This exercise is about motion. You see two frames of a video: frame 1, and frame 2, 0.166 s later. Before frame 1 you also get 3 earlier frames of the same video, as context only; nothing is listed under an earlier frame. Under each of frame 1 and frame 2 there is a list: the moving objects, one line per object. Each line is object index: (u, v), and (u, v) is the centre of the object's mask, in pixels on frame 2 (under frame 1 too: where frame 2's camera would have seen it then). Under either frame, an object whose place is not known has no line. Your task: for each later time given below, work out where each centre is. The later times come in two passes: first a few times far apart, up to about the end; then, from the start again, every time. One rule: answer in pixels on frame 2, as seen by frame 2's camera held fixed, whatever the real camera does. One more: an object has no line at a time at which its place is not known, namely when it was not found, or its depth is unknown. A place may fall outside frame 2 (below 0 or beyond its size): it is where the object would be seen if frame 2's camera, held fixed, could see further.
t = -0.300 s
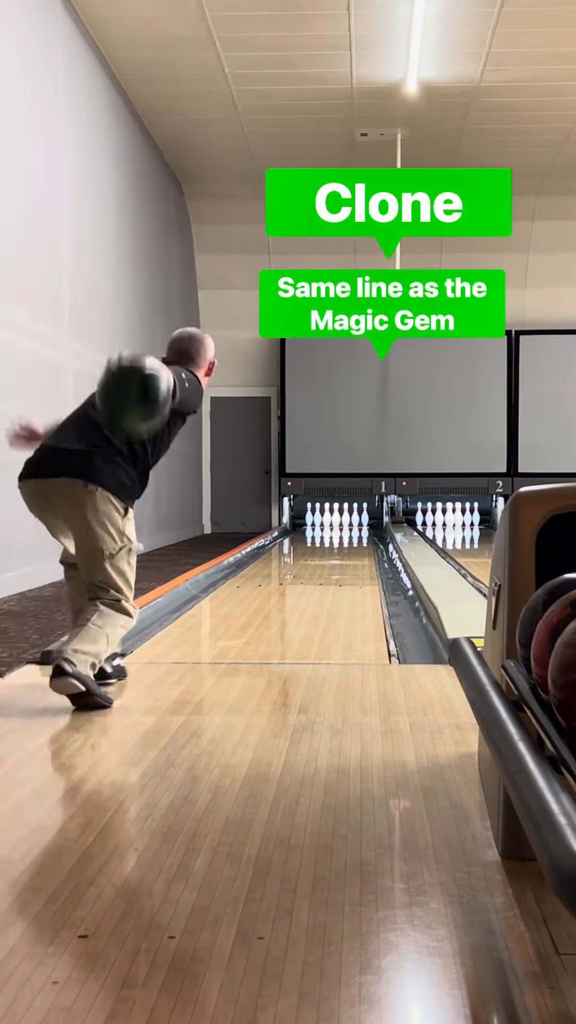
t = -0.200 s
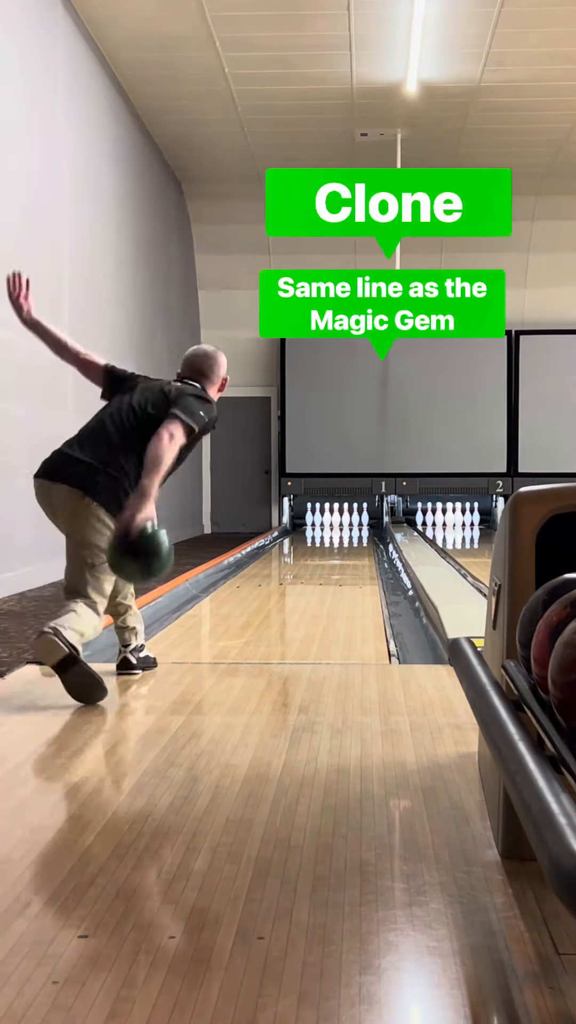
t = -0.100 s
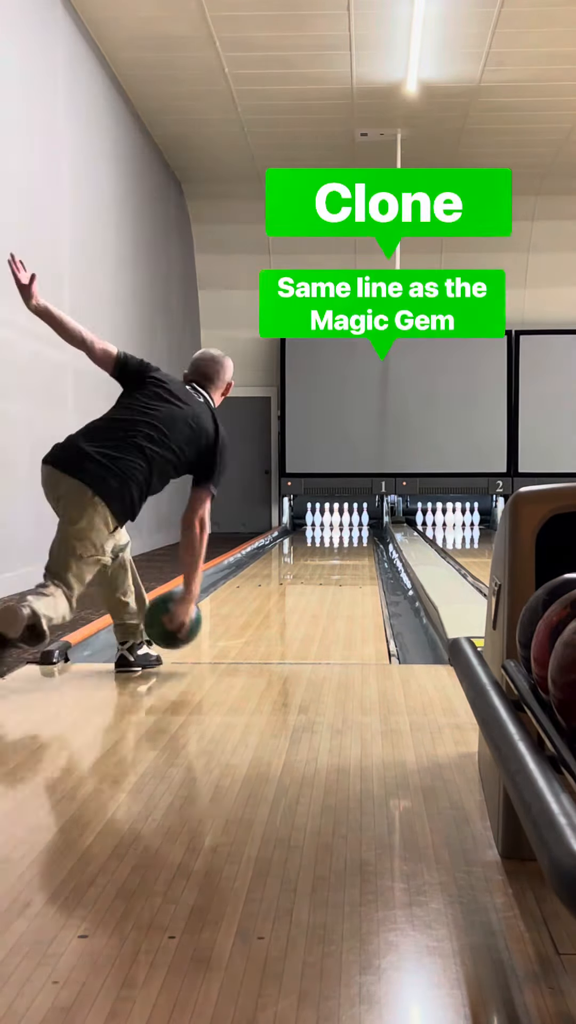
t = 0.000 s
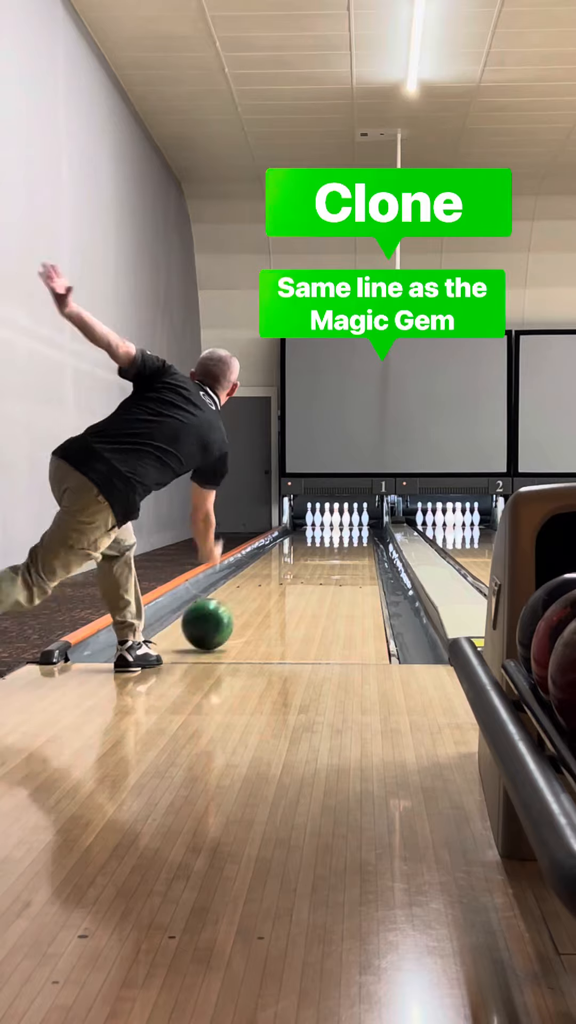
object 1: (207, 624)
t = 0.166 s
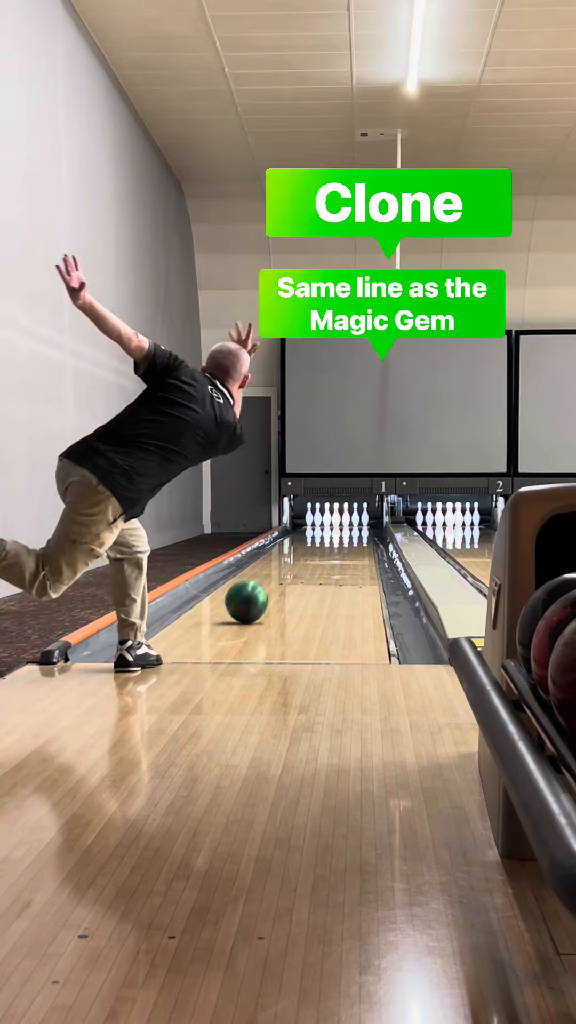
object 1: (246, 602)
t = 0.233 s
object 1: (258, 594)
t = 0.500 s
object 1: (294, 571)
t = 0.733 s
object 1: (315, 560)
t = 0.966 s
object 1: (331, 549)
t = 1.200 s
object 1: (341, 542)
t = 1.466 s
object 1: (350, 535)
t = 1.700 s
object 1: (355, 531)
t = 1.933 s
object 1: (354, 527)
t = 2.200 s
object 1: (348, 524)
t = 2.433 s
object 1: (340, 522)
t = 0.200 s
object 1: (252, 598)
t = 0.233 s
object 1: (258, 594)
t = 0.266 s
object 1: (264, 591)
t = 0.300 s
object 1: (269, 588)
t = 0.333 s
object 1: (274, 584)
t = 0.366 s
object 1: (279, 582)
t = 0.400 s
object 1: (283, 579)
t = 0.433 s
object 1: (287, 576)
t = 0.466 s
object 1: (291, 574)
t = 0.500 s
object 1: (294, 571)
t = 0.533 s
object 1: (298, 569)
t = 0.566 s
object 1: (302, 567)
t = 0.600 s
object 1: (305, 567)
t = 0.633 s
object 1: (311, 563)
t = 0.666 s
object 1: (310, 563)
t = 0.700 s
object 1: (313, 561)
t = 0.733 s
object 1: (315, 560)
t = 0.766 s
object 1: (318, 558)
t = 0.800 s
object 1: (320, 556)
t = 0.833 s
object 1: (323, 555)
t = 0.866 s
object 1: (325, 553)
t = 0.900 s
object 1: (327, 552)
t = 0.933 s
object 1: (329, 551)
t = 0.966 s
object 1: (331, 549)
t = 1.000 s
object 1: (333, 548)
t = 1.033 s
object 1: (334, 547)
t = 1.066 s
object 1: (336, 546)
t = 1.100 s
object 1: (337, 545)
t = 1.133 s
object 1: (339, 543)
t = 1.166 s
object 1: (340, 543)
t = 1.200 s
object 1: (341, 542)
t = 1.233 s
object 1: (342, 541)
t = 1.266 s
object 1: (344, 540)
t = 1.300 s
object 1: (345, 539)
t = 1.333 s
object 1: (346, 538)
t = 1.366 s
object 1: (348, 537)
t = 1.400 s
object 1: (349, 536)
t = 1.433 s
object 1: (350, 535)
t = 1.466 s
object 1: (350, 535)
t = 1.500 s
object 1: (351, 534)
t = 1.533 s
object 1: (351, 533)
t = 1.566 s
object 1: (353, 533)
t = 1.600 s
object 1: (353, 532)
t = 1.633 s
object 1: (354, 531)
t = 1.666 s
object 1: (354, 531)
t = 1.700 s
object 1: (355, 531)
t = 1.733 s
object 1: (355, 530)
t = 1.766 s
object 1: (355, 530)
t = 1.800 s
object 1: (355, 529)
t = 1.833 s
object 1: (355, 528)
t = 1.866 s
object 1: (355, 528)
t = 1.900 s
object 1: (355, 527)
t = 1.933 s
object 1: (354, 527)
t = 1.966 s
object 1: (354, 527)
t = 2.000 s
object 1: (353, 526)
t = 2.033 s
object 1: (352, 526)
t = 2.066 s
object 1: (352, 525)
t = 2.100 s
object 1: (350, 524)
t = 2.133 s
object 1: (349, 524)
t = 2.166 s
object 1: (348, 524)
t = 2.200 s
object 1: (348, 524)
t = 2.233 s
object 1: (347, 524)
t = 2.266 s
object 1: (345, 523)
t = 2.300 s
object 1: (344, 522)
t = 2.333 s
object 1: (344, 522)
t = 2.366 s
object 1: (342, 522)
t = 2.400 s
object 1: (341, 522)
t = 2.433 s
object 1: (340, 522)
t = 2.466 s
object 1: (339, 521)
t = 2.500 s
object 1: (340, 521)
